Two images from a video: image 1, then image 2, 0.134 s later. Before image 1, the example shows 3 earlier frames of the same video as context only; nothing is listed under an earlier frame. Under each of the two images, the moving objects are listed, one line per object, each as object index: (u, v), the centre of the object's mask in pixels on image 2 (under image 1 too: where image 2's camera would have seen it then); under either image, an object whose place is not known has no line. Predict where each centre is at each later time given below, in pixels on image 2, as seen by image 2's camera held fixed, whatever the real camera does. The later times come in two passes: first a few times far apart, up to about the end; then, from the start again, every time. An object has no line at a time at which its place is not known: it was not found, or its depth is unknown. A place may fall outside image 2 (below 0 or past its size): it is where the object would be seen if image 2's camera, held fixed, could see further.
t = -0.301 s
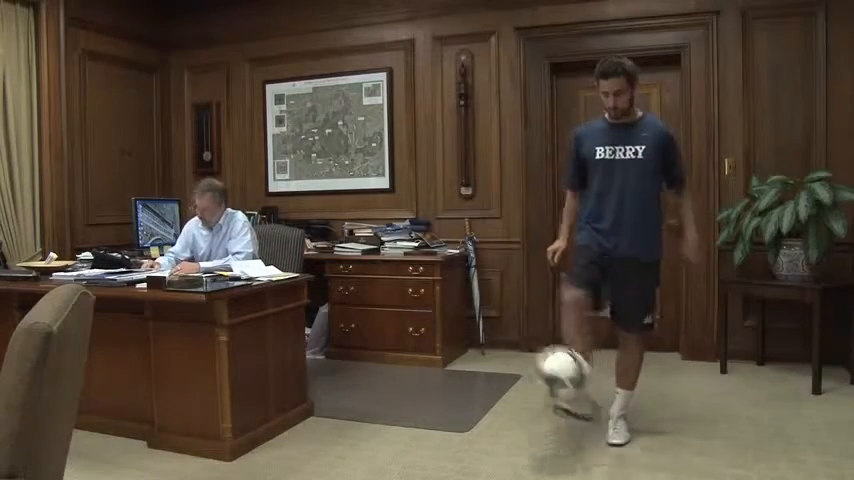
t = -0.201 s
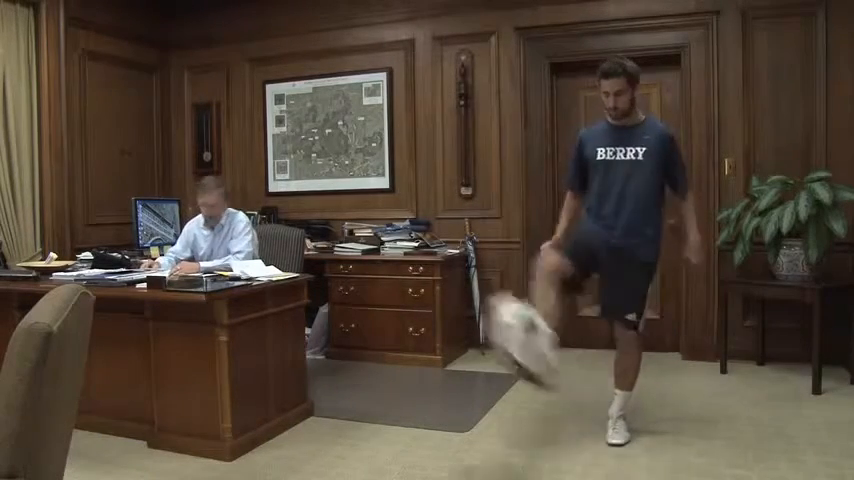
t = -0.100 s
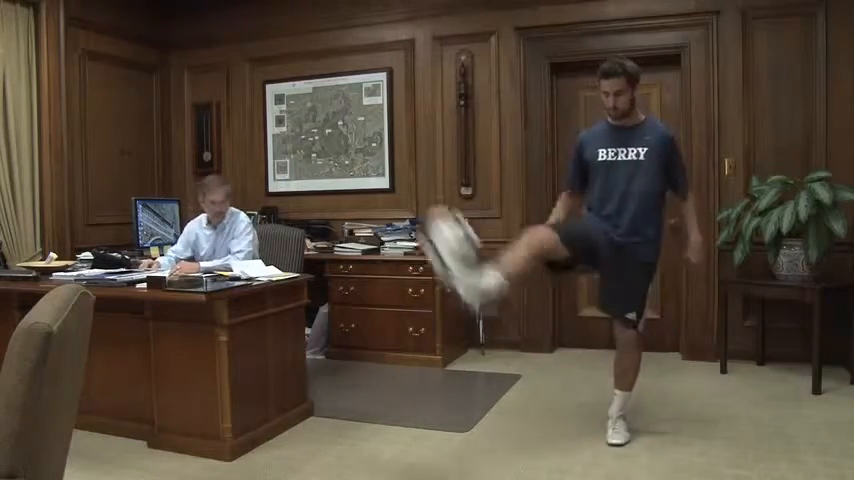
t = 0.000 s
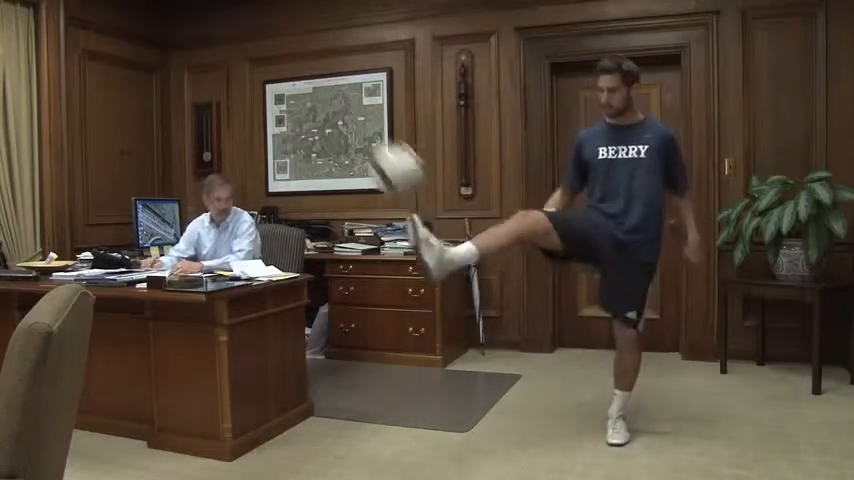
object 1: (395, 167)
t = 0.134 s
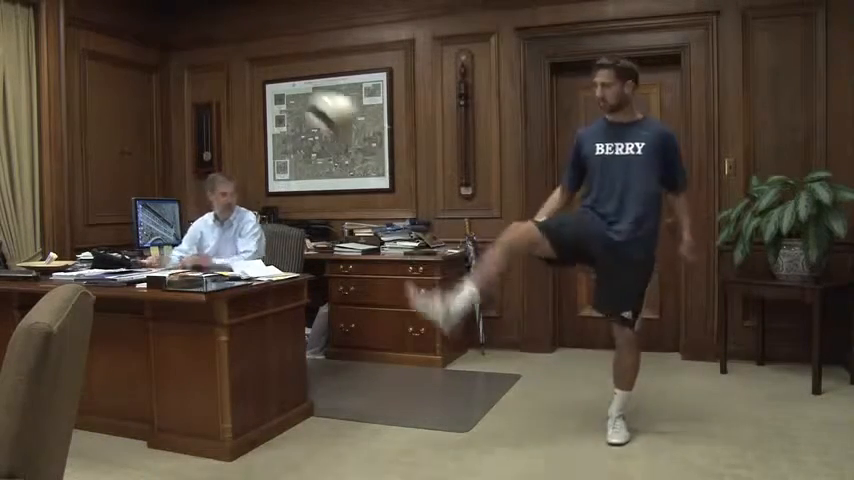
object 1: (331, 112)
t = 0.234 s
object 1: (289, 101)
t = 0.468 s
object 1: (207, 149)
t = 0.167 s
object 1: (314, 107)
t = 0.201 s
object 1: (307, 98)
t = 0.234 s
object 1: (289, 101)
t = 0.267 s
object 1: (278, 104)
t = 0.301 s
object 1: (265, 106)
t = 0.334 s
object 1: (252, 110)
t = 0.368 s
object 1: (240, 116)
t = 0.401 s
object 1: (230, 125)
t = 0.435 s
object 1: (218, 136)
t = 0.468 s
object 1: (207, 149)
